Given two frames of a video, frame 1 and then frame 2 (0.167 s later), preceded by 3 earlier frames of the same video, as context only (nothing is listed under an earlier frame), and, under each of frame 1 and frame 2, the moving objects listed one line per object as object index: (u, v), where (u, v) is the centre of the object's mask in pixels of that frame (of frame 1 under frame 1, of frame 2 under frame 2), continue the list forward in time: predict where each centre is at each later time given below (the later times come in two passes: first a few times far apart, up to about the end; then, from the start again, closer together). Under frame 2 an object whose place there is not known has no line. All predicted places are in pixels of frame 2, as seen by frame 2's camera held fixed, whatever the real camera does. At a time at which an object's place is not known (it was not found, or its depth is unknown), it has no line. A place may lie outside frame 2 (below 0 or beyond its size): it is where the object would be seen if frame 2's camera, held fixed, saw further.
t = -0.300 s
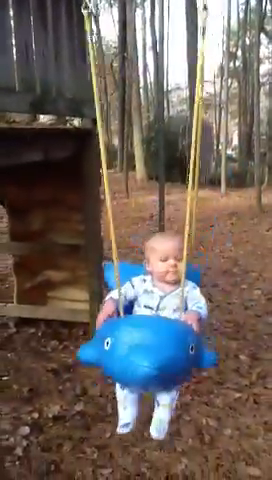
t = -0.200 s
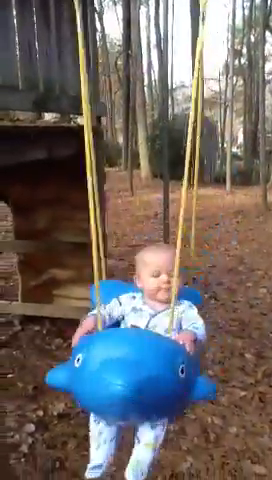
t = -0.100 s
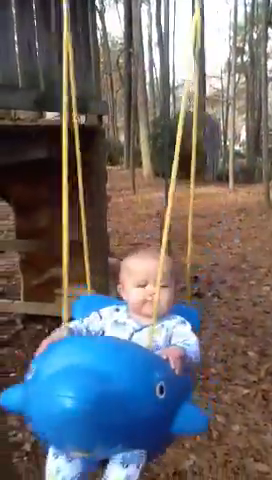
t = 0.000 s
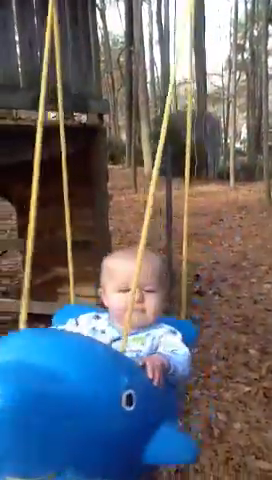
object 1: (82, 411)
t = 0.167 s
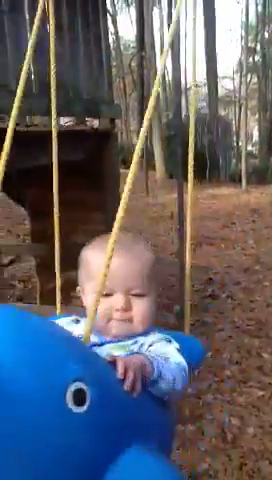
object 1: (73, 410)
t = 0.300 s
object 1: (64, 404)
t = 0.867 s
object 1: (157, 380)
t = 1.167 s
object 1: (187, 294)
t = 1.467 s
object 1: (196, 224)
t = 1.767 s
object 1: (202, 235)
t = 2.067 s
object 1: (191, 284)
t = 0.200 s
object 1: (69, 407)
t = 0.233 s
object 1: (67, 406)
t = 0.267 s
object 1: (64, 406)
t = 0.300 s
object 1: (64, 404)
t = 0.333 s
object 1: (61, 403)
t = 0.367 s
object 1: (58, 402)
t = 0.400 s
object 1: (64, 406)
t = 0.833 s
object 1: (151, 389)
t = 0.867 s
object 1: (157, 380)
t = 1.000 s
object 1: (175, 341)
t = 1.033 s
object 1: (178, 332)
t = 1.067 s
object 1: (180, 322)
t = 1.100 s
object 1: (183, 312)
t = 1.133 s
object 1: (185, 303)
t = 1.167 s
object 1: (187, 294)
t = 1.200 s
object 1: (188, 286)
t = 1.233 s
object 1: (190, 277)
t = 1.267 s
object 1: (191, 269)
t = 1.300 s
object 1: (193, 263)
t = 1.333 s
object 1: (194, 256)
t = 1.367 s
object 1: (194, 249)
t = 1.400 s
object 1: (195, 244)
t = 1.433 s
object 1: (195, 228)
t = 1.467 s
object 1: (196, 224)
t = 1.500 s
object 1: (196, 219)
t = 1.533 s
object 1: (199, 232)
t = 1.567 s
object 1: (197, 216)
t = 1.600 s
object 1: (200, 227)
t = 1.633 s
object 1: (200, 227)
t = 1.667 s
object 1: (198, 215)
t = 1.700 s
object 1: (201, 230)
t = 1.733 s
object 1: (201, 232)
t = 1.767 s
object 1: (202, 235)
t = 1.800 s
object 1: (202, 238)
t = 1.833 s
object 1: (200, 241)
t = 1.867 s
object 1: (201, 246)
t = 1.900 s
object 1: (200, 252)
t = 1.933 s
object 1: (199, 256)
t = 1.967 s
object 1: (197, 263)
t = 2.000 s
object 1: (196, 270)
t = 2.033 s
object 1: (193, 278)
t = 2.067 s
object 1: (191, 284)
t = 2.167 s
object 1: (184, 310)
